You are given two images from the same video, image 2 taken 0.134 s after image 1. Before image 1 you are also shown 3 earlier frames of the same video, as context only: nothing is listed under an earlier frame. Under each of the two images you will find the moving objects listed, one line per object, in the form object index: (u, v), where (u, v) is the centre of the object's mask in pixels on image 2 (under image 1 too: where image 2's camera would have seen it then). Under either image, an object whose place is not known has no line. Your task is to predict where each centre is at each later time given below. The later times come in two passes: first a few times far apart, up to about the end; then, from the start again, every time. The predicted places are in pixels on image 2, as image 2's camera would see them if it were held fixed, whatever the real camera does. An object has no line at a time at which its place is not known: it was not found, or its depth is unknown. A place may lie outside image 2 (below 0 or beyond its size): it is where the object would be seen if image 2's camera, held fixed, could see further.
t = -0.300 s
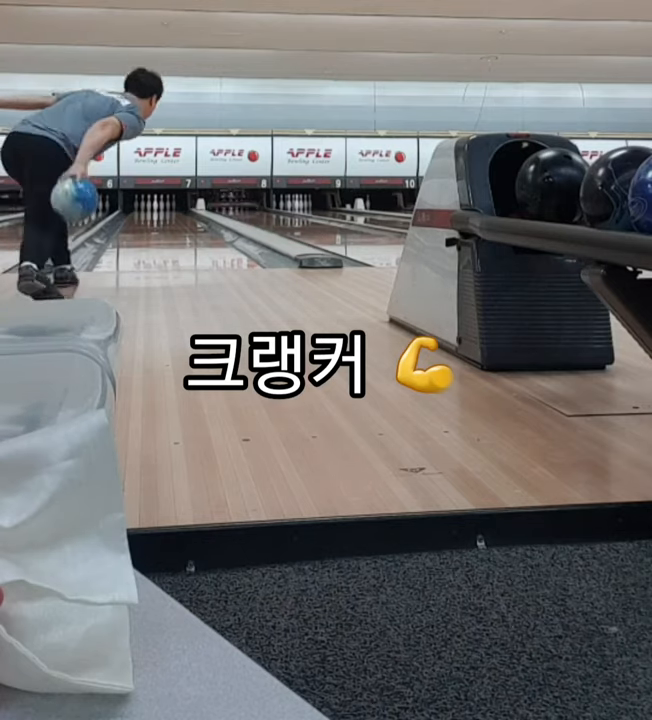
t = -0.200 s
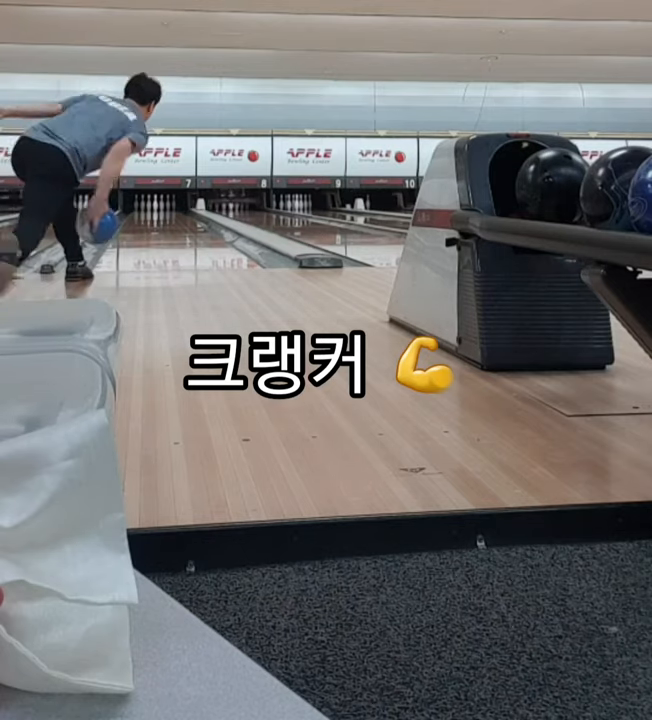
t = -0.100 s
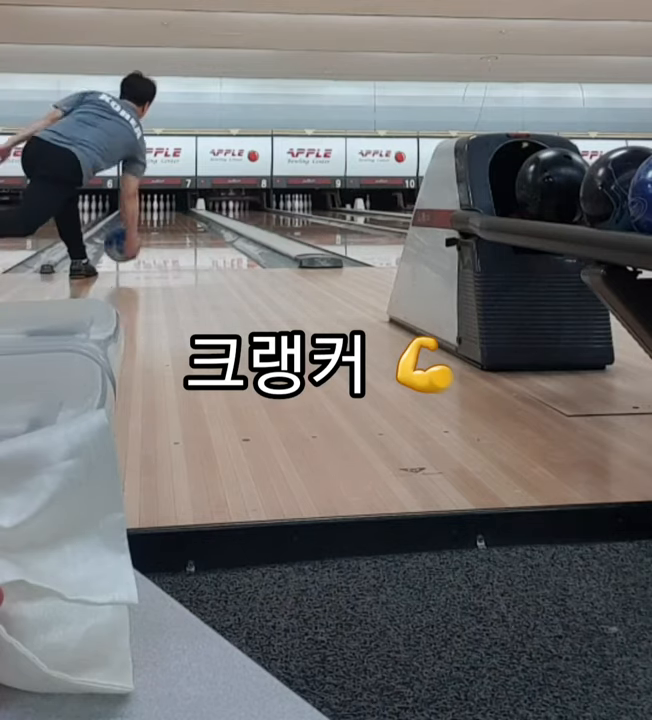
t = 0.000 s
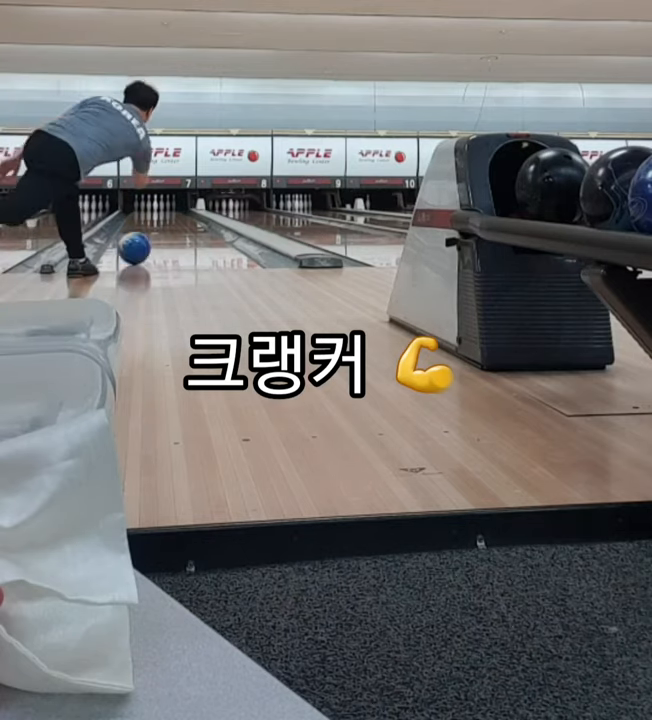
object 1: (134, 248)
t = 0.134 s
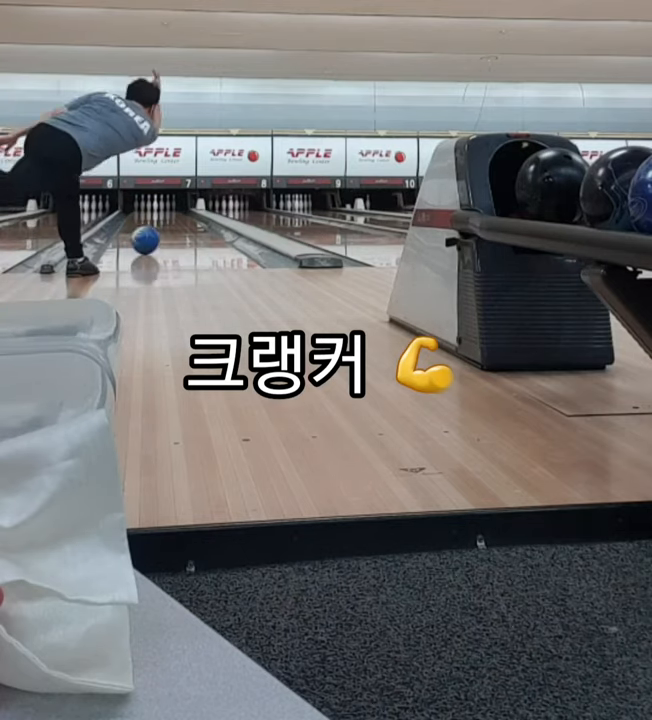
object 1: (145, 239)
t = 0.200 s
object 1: (149, 237)
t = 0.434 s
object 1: (161, 229)
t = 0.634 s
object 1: (167, 224)
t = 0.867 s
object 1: (173, 220)
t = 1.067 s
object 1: (175, 217)
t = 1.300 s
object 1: (181, 213)
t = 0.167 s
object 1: (148, 238)
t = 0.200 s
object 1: (149, 237)
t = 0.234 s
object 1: (151, 235)
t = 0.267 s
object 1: (153, 234)
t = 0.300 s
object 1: (155, 233)
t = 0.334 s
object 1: (156, 232)
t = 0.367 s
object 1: (158, 231)
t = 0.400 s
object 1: (159, 230)
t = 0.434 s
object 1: (161, 229)
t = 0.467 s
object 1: (162, 228)
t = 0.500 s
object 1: (163, 227)
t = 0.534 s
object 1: (164, 226)
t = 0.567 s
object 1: (166, 226)
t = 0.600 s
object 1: (167, 225)
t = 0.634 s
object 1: (167, 224)
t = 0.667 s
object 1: (167, 223)
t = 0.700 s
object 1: (168, 223)
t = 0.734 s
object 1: (170, 222)
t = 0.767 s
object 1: (170, 221)
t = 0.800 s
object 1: (170, 221)
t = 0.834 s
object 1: (171, 221)
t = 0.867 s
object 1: (173, 220)
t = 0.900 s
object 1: (173, 219)
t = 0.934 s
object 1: (173, 218)
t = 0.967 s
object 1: (174, 218)
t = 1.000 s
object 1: (174, 217)
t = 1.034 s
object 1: (175, 217)
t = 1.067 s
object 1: (175, 217)
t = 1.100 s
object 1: (176, 216)
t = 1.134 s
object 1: (176, 216)
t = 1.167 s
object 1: (177, 216)
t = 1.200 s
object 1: (178, 214)
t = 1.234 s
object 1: (179, 213)
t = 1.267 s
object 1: (180, 214)
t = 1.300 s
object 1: (181, 213)
